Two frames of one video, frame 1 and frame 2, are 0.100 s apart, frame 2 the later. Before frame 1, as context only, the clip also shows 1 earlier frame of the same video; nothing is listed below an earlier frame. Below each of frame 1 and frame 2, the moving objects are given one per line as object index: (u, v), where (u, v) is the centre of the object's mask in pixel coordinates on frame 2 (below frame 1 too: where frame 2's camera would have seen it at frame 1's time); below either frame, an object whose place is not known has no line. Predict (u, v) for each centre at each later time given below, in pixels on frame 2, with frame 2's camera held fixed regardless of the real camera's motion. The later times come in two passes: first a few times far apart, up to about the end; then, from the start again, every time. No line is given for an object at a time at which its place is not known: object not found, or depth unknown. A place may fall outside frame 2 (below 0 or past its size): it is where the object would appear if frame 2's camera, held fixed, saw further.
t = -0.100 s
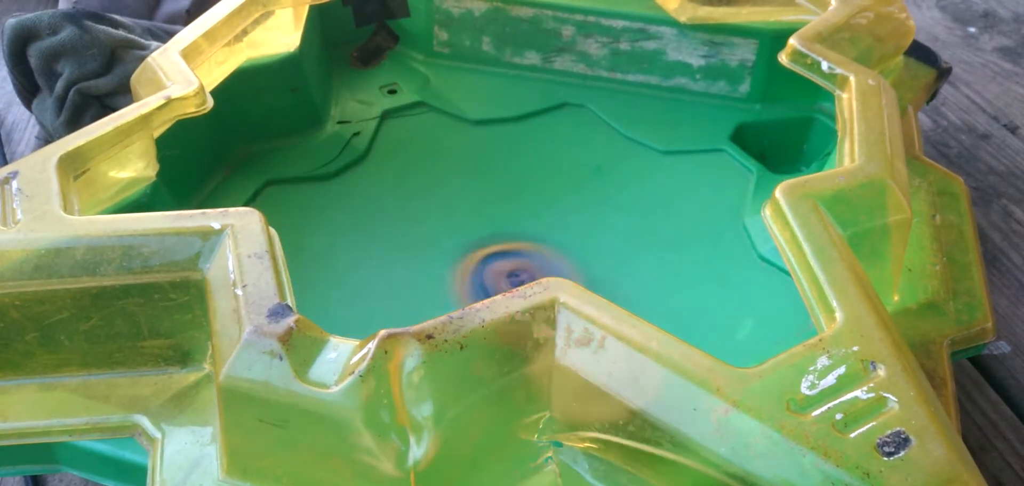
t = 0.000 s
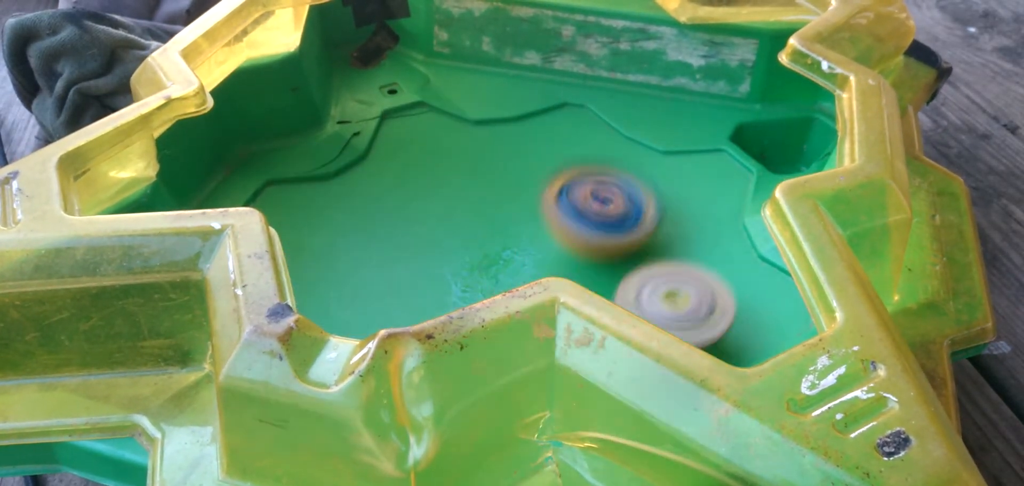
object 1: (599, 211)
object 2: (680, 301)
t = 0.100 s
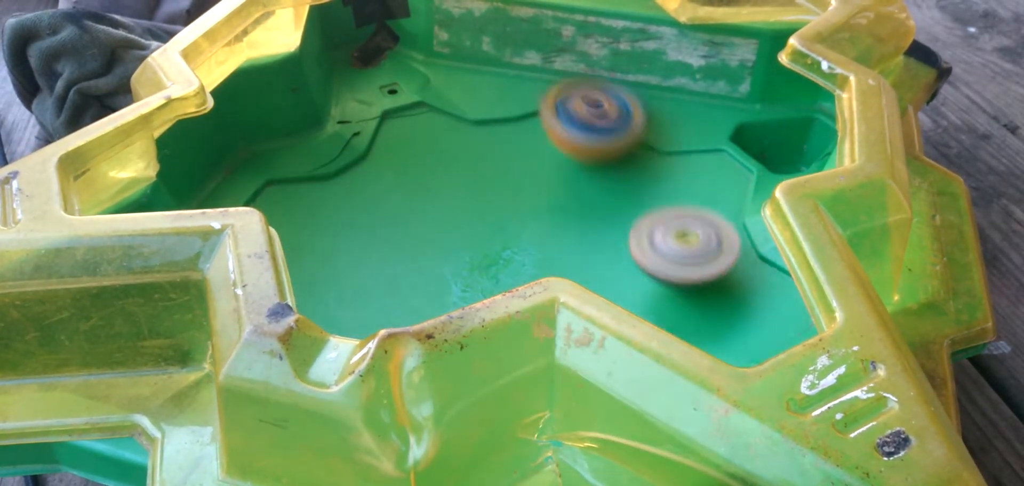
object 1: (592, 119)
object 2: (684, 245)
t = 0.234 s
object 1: (467, 82)
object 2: (630, 188)
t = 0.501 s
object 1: (362, 262)
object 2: (448, 166)
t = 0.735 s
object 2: (331, 237)
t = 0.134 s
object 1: (575, 93)
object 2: (676, 228)
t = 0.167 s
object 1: (545, 76)
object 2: (663, 213)
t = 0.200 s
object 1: (507, 80)
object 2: (649, 200)
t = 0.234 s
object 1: (467, 82)
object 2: (630, 188)
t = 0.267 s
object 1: (431, 82)
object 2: (609, 179)
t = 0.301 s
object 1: (397, 91)
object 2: (587, 173)
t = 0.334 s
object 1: (375, 105)
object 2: (565, 167)
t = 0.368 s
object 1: (374, 134)
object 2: (542, 163)
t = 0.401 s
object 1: (371, 164)
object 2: (518, 161)
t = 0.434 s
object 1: (364, 195)
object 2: (495, 161)
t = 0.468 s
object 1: (358, 228)
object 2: (471, 162)
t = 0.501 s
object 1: (362, 262)
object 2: (448, 166)
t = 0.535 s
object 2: (427, 171)
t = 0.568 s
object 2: (406, 178)
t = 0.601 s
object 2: (386, 187)
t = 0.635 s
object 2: (369, 198)
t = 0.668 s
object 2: (353, 210)
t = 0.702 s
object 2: (339, 224)
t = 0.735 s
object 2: (331, 237)
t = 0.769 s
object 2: (329, 253)
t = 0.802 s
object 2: (330, 269)
